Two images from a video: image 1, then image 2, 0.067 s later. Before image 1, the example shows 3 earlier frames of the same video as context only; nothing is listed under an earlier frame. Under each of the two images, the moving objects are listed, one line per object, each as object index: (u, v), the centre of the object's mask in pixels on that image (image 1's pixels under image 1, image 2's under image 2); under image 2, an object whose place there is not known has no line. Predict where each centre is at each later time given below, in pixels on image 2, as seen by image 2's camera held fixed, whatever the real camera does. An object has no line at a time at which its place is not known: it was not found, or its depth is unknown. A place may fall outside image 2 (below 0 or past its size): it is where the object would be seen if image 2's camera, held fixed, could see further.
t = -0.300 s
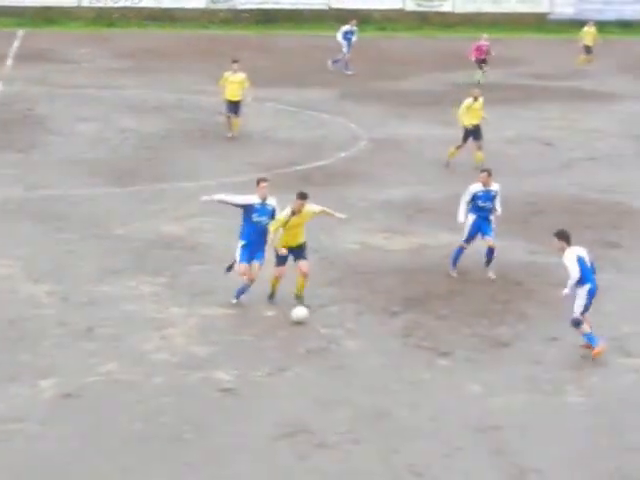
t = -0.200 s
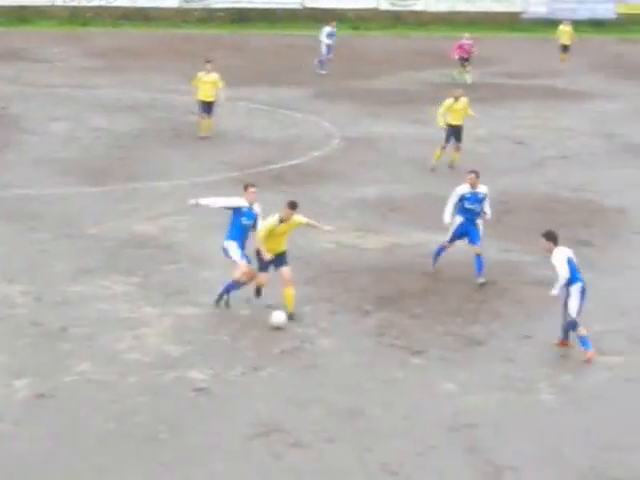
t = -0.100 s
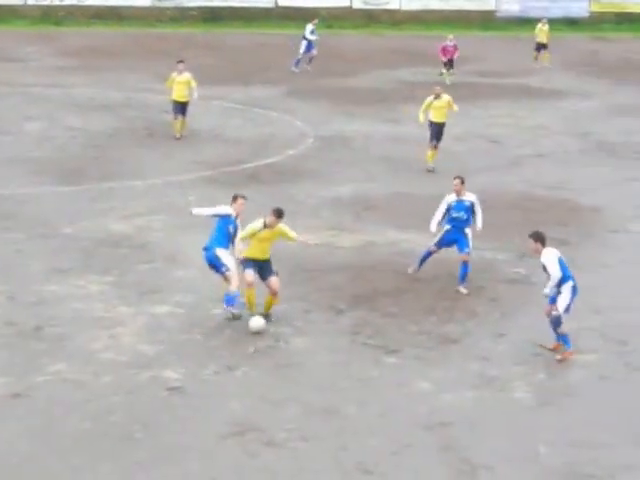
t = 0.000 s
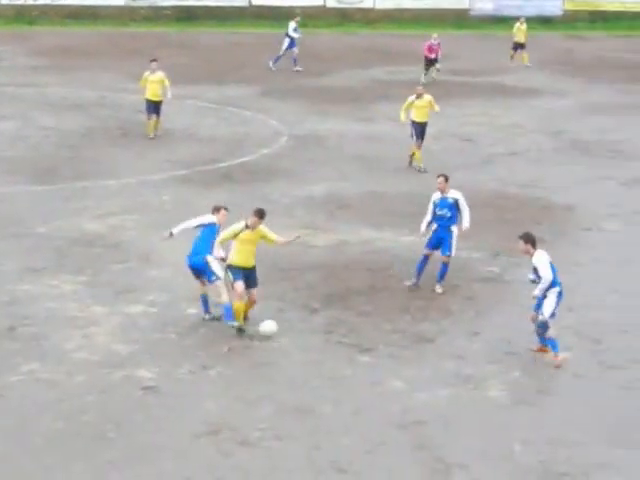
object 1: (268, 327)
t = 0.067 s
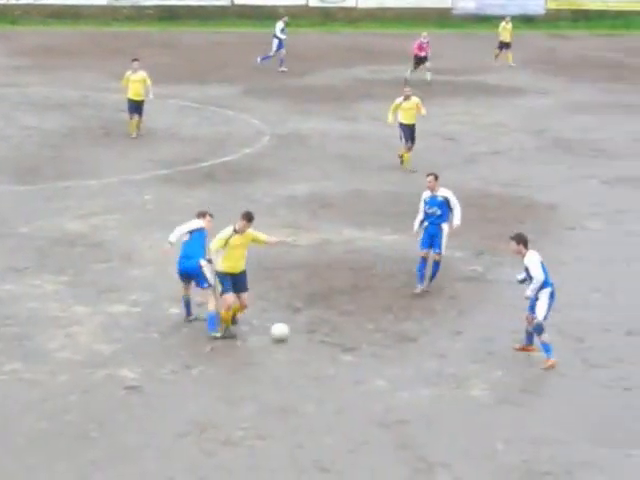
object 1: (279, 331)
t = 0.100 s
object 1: (292, 332)
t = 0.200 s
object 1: (330, 335)
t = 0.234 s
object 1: (342, 336)
